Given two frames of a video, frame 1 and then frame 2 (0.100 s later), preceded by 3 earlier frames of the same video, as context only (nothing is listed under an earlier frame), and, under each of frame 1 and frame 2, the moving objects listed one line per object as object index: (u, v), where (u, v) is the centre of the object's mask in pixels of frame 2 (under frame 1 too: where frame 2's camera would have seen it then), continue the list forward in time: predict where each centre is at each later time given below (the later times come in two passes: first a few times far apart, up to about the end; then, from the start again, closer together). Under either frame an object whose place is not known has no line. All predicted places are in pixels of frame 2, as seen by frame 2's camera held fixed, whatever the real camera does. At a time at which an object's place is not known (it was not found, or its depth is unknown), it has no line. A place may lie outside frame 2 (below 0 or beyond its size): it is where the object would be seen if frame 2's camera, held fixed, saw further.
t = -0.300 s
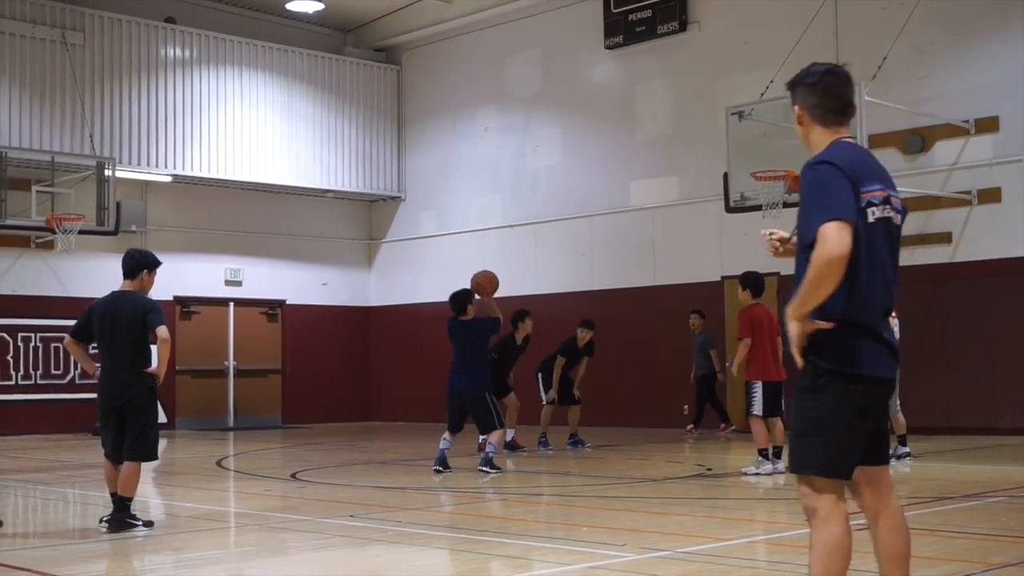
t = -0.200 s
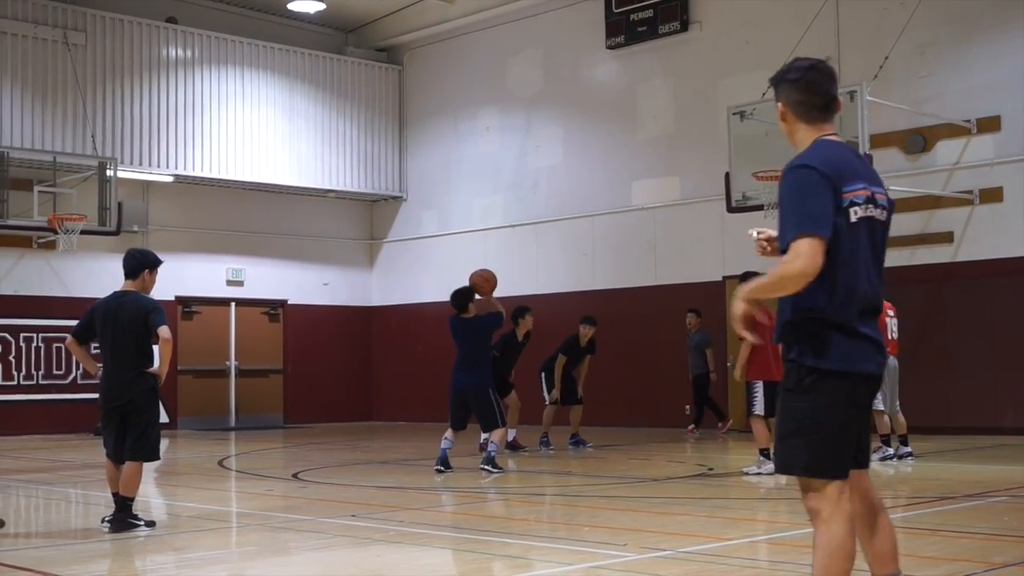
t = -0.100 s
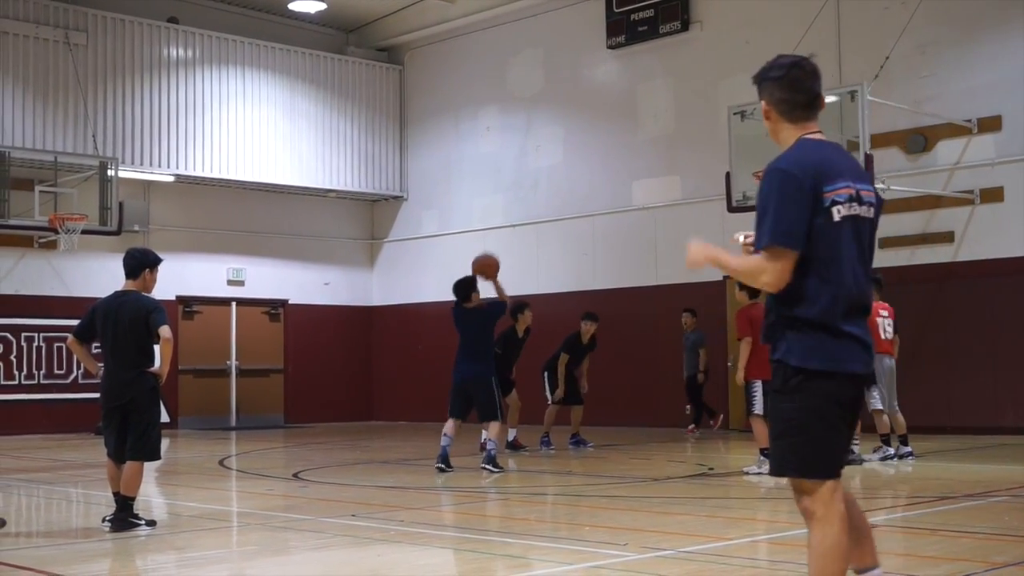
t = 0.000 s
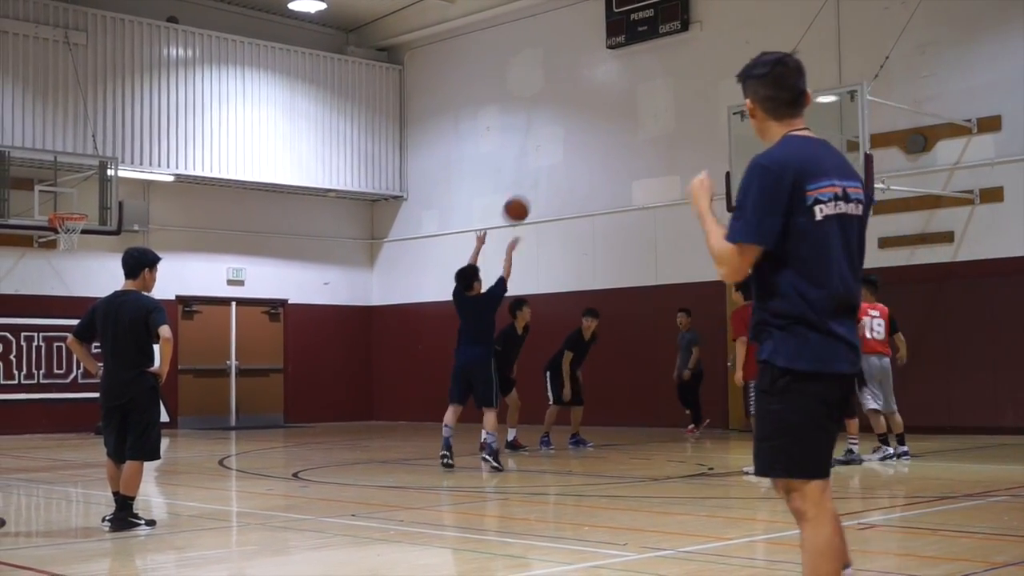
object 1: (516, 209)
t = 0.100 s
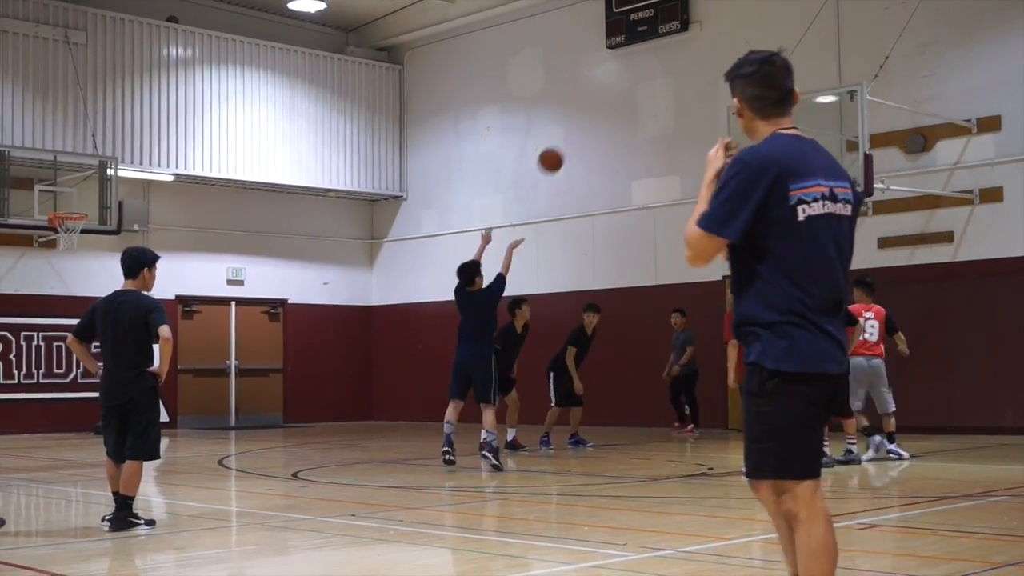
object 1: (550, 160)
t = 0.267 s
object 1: (605, 107)
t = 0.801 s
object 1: (749, 129)
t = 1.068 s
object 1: (773, 130)
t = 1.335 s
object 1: (753, 111)
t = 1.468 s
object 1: (744, 125)
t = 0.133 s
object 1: (562, 146)
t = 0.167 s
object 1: (573, 134)
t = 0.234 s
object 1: (594, 114)
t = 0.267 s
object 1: (605, 107)
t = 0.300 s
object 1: (615, 100)
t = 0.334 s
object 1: (624, 94)
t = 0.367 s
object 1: (635, 90)
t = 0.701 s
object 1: (724, 106)
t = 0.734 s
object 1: (733, 113)
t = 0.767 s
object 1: (741, 121)
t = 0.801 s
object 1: (749, 129)
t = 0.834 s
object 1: (757, 139)
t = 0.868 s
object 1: (765, 149)
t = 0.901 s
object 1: (773, 159)
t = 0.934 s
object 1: (779, 161)
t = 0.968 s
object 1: (780, 153)
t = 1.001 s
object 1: (778, 144)
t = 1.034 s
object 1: (775, 137)
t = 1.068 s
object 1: (773, 130)
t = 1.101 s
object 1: (771, 125)
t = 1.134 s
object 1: (768, 120)
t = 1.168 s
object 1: (765, 116)
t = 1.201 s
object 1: (763, 113)
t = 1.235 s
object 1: (760, 111)
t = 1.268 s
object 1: (758, 111)
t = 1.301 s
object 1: (755, 110)
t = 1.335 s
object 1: (753, 111)
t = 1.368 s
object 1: (750, 113)
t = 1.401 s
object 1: (748, 116)
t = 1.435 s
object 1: (746, 120)
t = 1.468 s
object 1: (744, 125)
